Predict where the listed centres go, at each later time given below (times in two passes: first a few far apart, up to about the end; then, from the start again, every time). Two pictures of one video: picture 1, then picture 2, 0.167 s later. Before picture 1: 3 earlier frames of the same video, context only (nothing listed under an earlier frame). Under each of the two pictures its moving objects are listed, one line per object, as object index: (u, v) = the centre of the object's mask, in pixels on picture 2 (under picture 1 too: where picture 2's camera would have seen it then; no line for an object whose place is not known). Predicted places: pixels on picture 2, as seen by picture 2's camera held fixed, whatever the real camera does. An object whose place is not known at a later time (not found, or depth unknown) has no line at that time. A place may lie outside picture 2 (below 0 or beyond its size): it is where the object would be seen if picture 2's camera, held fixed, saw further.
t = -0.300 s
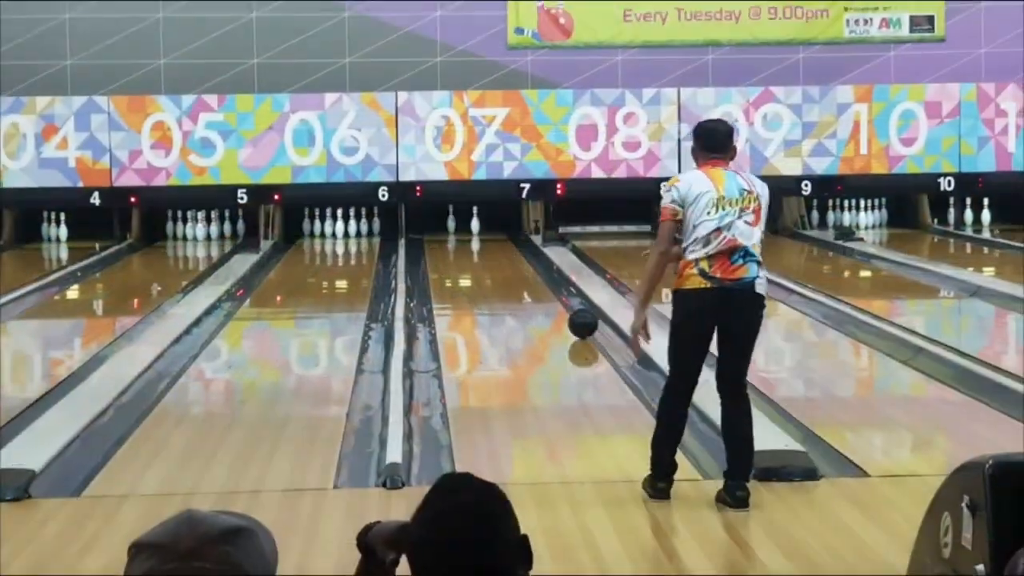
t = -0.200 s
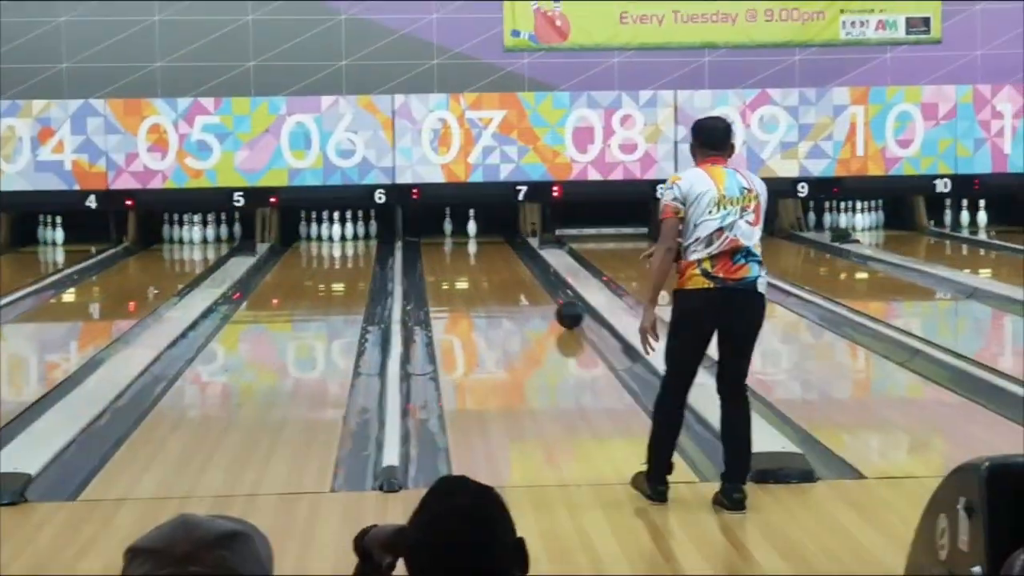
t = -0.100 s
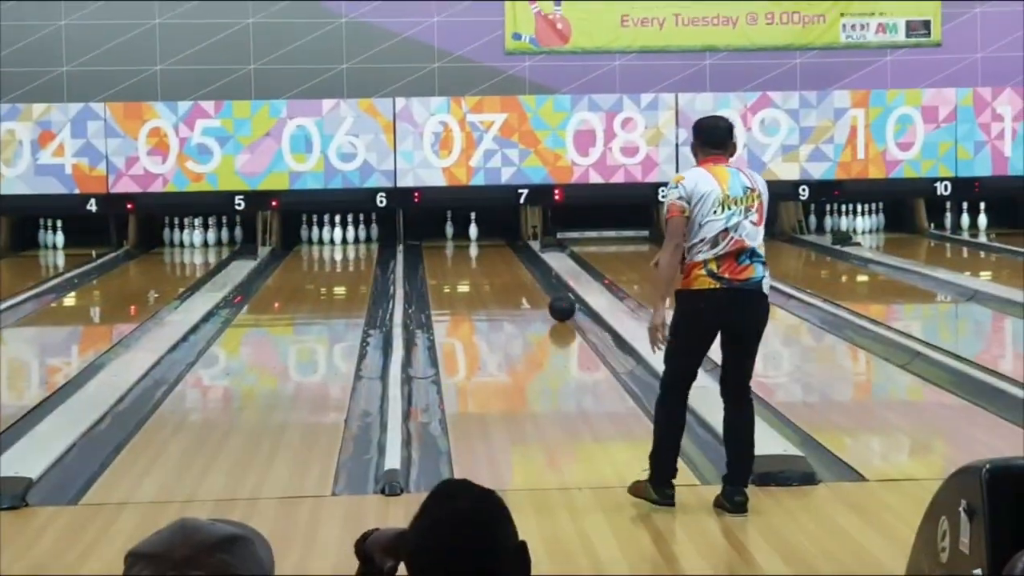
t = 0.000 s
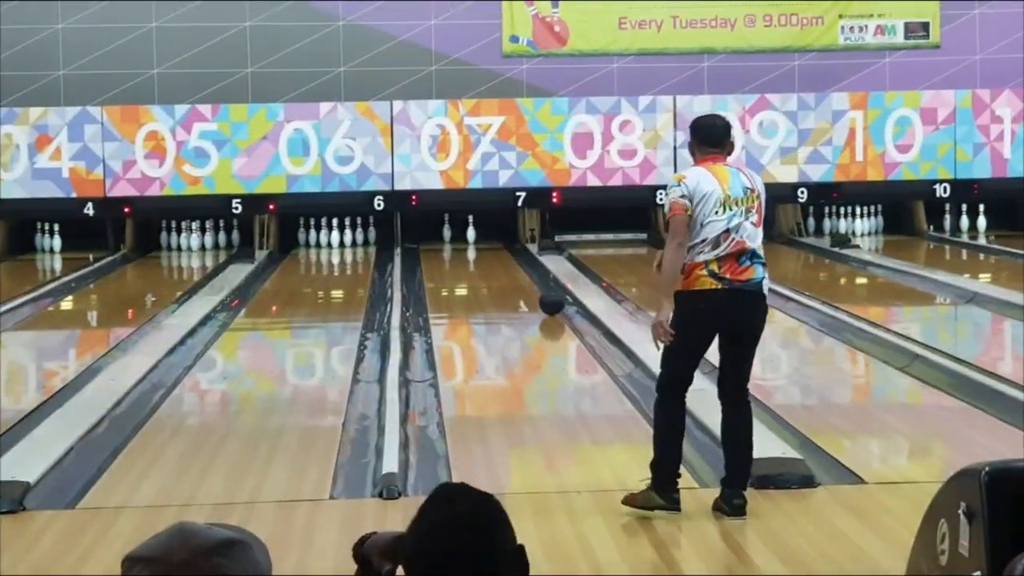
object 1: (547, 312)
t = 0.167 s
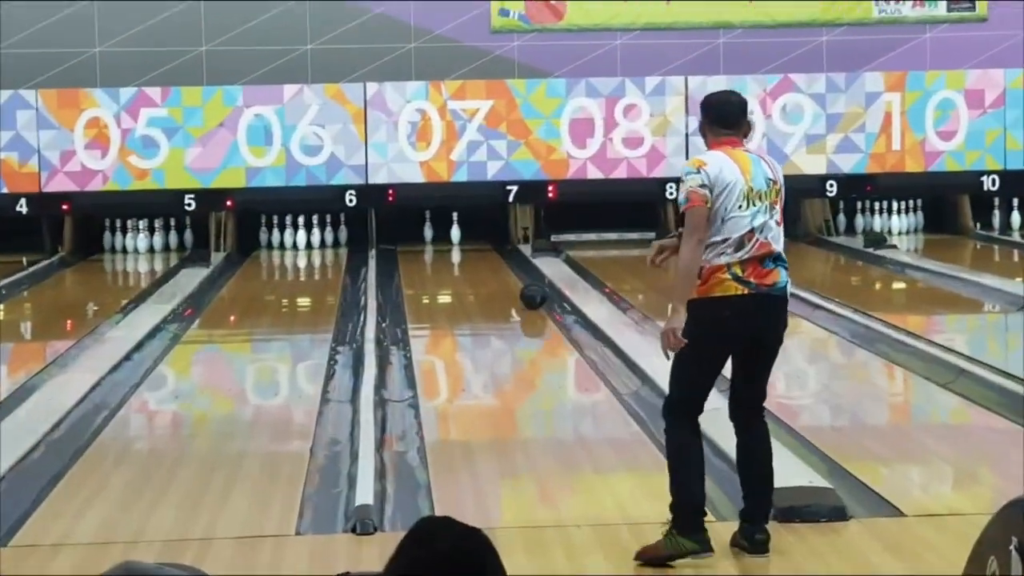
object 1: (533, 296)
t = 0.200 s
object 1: (530, 294)
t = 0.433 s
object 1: (512, 278)
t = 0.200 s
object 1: (530, 294)
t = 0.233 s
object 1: (527, 291)
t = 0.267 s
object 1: (525, 288)
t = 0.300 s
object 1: (522, 286)
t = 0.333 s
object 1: (520, 283)
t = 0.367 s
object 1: (517, 282)
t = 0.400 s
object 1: (514, 280)
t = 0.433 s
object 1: (512, 278)
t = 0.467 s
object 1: (510, 275)
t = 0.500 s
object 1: (507, 274)
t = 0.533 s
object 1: (505, 272)
